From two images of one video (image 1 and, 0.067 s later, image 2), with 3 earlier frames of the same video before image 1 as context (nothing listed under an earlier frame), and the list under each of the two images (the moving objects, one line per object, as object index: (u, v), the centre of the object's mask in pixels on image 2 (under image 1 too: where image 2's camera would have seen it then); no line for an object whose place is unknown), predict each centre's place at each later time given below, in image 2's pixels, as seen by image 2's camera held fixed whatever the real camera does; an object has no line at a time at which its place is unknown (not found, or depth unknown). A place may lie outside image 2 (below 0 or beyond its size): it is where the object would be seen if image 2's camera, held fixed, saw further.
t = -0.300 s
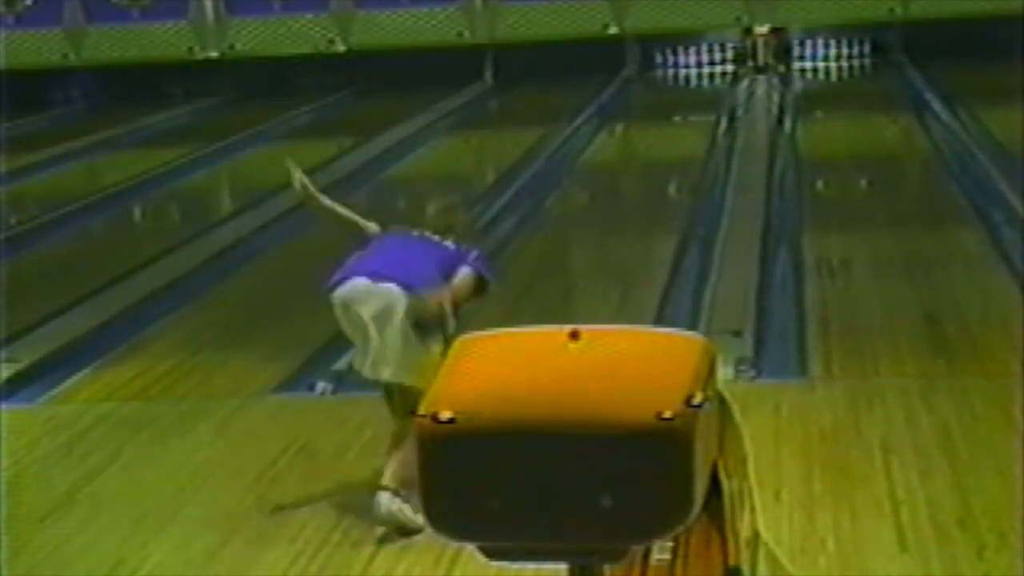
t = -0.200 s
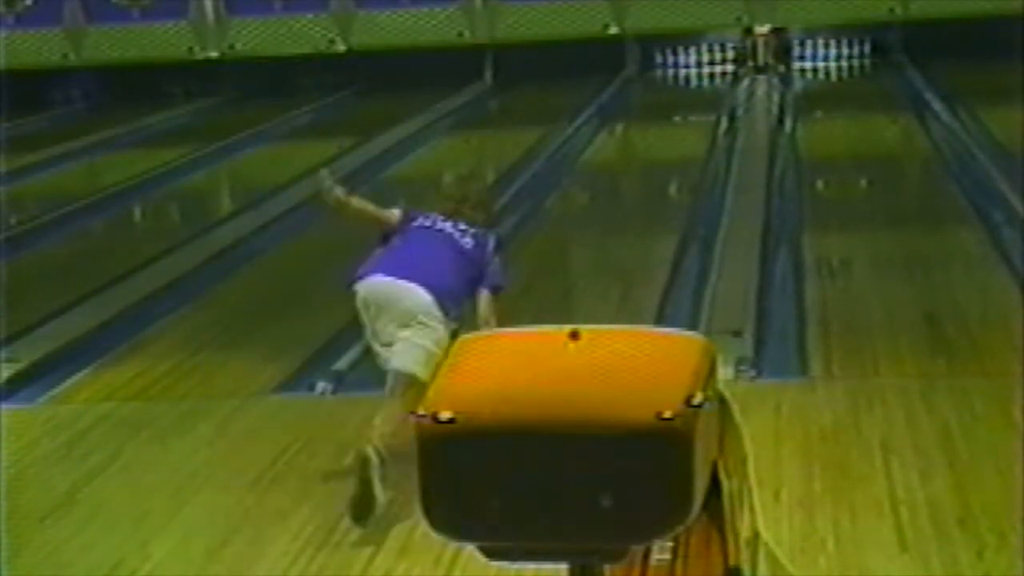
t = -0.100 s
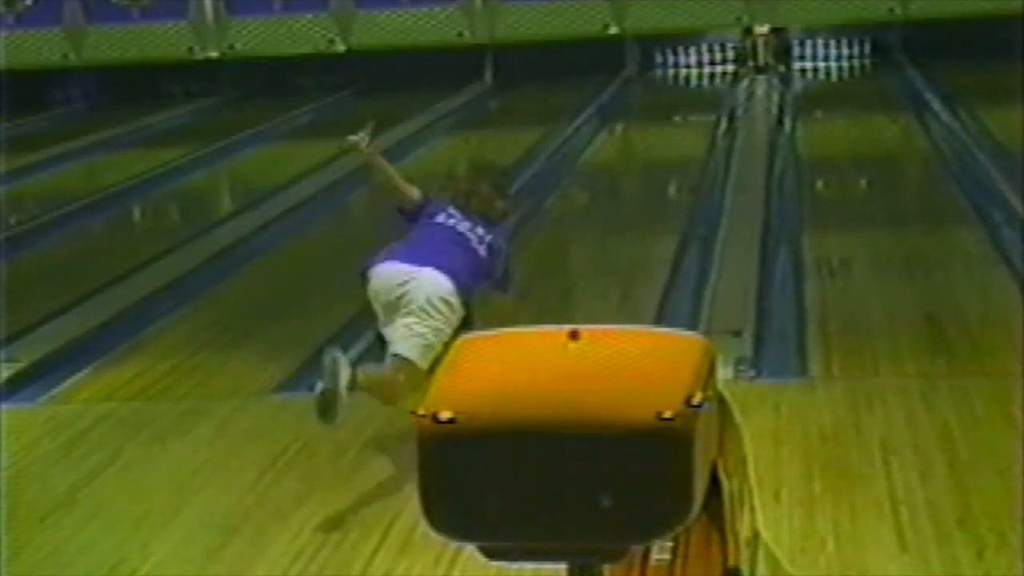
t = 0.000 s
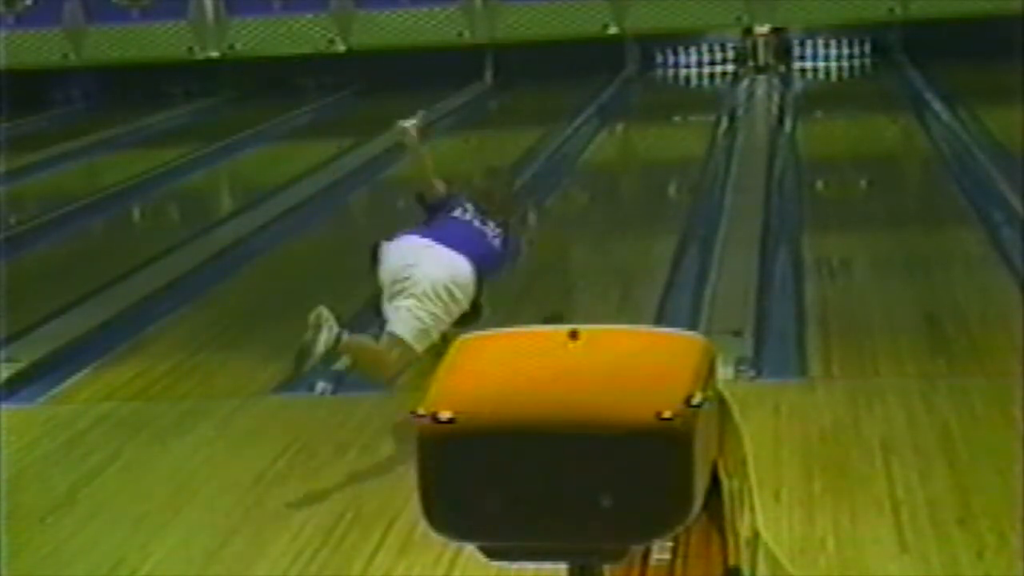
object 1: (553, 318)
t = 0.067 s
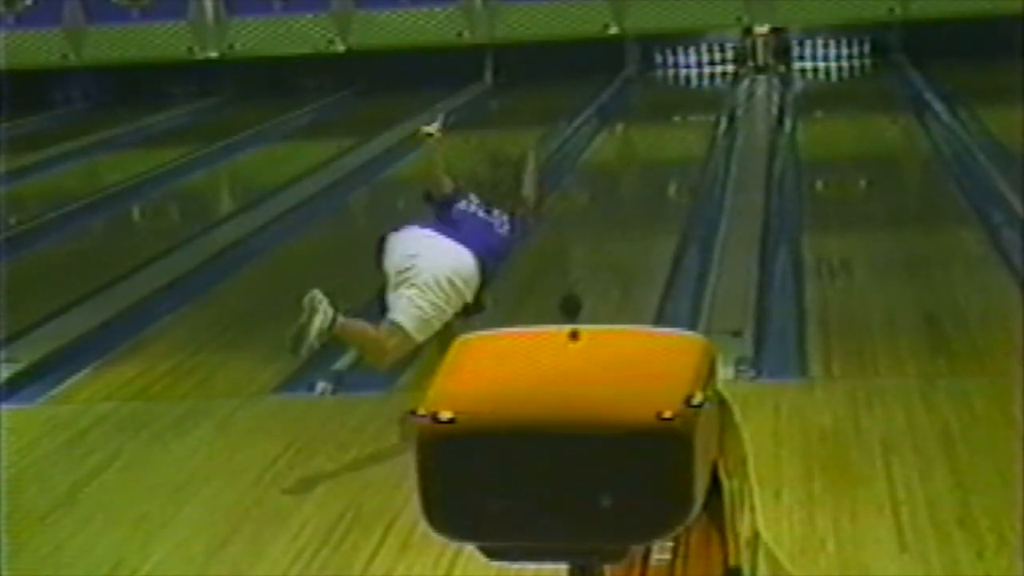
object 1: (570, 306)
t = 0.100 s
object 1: (577, 290)
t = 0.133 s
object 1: (584, 280)
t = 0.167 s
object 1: (589, 271)
